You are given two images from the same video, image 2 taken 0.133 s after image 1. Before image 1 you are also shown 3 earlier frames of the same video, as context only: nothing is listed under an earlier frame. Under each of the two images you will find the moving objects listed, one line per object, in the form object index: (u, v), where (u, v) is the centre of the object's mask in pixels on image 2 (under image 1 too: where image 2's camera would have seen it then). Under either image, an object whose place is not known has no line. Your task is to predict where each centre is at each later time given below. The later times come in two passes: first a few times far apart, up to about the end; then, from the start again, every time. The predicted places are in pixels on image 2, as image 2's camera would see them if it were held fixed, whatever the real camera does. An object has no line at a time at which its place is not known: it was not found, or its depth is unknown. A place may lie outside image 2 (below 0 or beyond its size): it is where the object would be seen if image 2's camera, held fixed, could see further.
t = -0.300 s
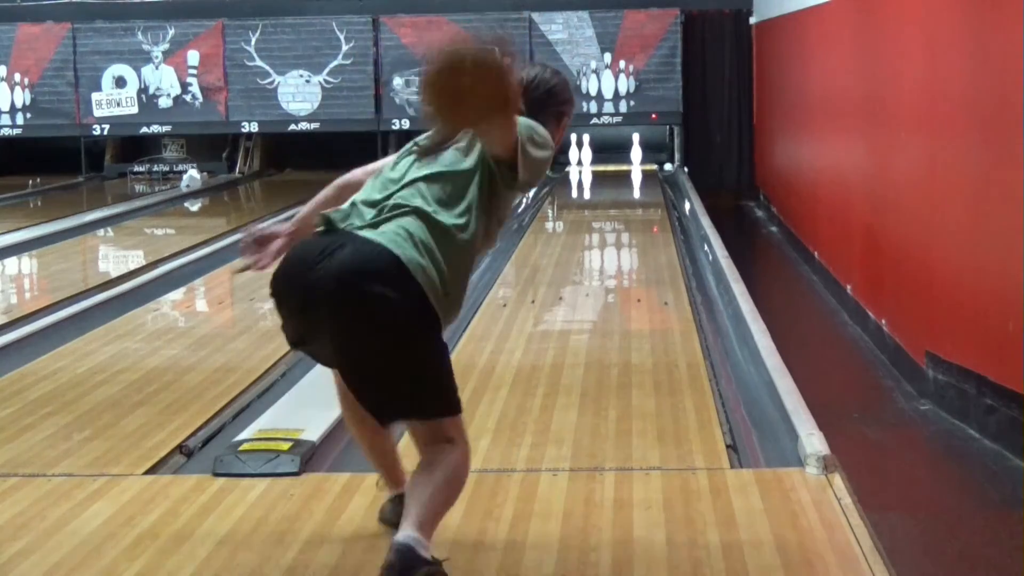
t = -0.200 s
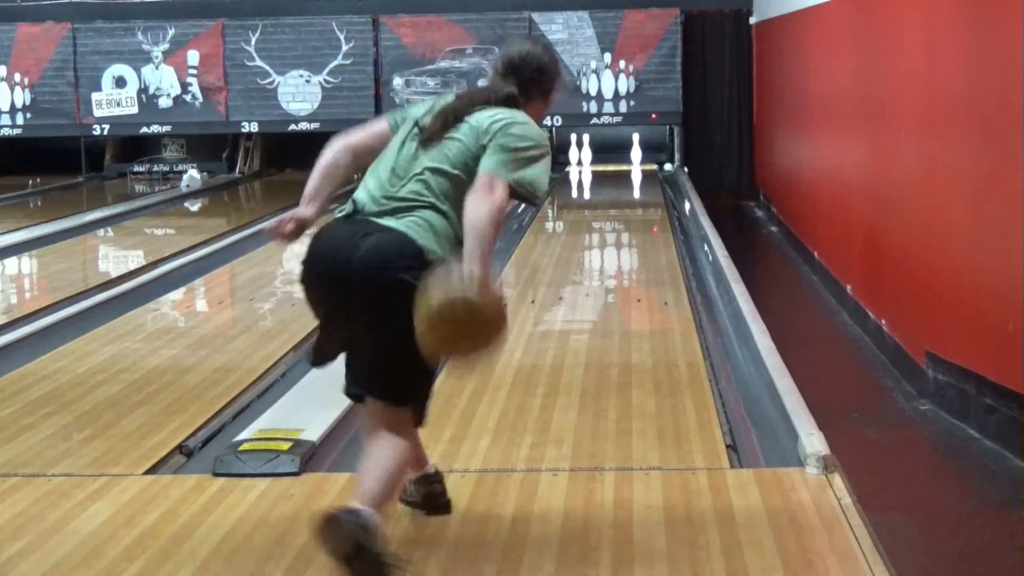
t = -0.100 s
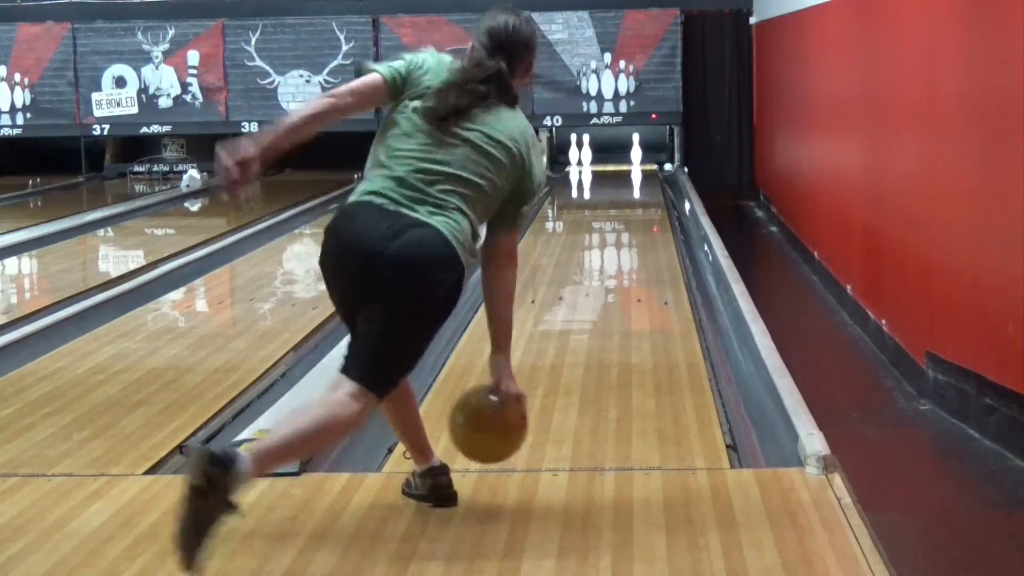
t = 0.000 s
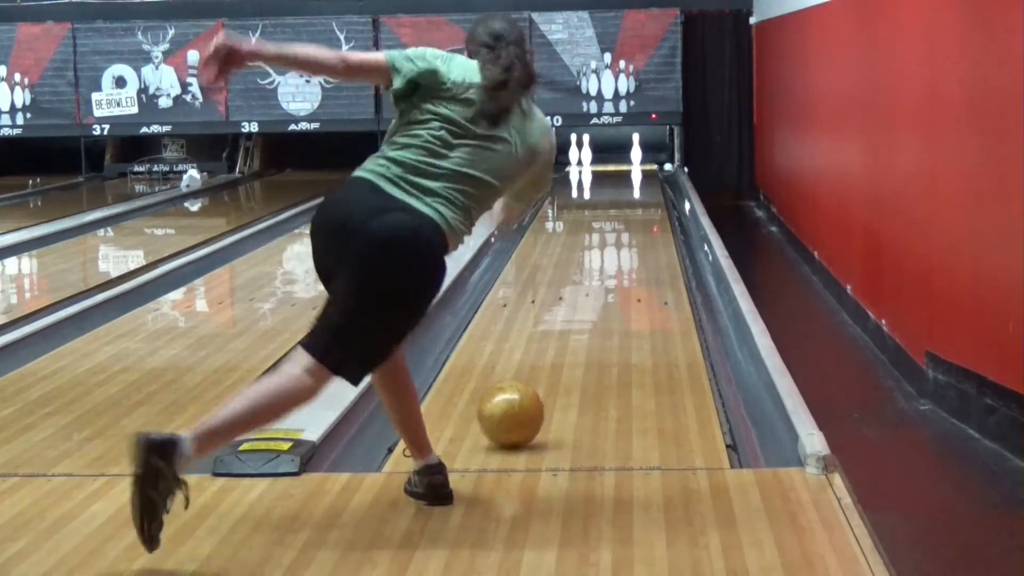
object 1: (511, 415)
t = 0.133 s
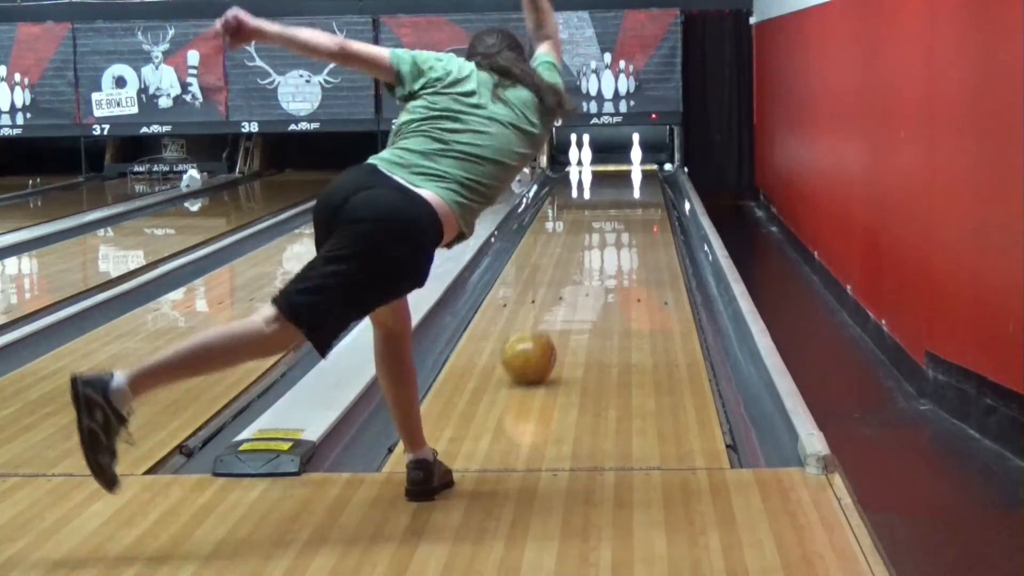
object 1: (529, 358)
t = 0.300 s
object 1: (544, 307)
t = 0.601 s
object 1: (562, 250)
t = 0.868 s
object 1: (570, 218)
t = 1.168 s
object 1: (577, 194)
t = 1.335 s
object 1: (580, 182)
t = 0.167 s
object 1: (532, 346)
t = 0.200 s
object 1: (535, 334)
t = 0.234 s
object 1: (539, 325)
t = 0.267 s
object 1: (542, 315)
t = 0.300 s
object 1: (544, 307)
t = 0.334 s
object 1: (546, 298)
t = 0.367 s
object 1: (549, 290)
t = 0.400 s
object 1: (548, 285)
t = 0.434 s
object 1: (561, 277)
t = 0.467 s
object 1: (555, 272)
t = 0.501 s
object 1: (556, 265)
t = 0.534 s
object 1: (559, 260)
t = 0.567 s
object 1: (560, 255)
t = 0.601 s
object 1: (562, 250)
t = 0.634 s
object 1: (563, 246)
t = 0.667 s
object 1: (564, 241)
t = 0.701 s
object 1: (565, 236)
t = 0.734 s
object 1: (566, 232)
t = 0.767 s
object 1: (567, 229)
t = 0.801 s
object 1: (568, 225)
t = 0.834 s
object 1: (569, 221)
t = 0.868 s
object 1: (570, 218)
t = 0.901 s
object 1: (572, 215)
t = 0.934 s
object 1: (572, 211)
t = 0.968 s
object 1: (573, 209)
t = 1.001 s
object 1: (573, 206)
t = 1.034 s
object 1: (574, 203)
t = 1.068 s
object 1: (575, 201)
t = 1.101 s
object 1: (576, 199)
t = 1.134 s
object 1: (577, 196)
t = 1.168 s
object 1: (577, 194)
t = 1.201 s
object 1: (578, 191)
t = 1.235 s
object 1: (579, 189)
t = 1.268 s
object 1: (579, 186)
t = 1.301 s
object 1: (580, 185)
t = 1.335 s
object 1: (580, 182)
